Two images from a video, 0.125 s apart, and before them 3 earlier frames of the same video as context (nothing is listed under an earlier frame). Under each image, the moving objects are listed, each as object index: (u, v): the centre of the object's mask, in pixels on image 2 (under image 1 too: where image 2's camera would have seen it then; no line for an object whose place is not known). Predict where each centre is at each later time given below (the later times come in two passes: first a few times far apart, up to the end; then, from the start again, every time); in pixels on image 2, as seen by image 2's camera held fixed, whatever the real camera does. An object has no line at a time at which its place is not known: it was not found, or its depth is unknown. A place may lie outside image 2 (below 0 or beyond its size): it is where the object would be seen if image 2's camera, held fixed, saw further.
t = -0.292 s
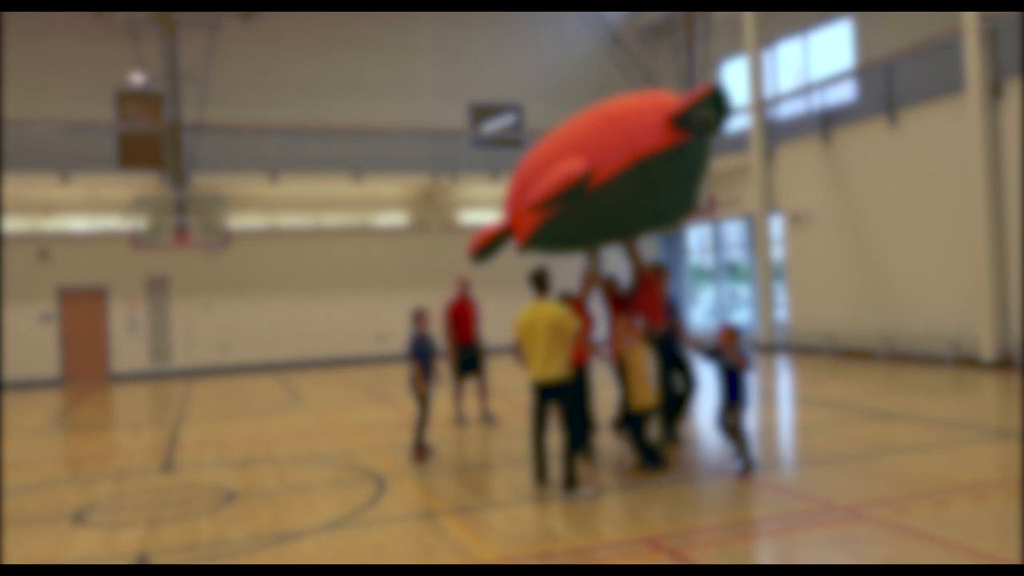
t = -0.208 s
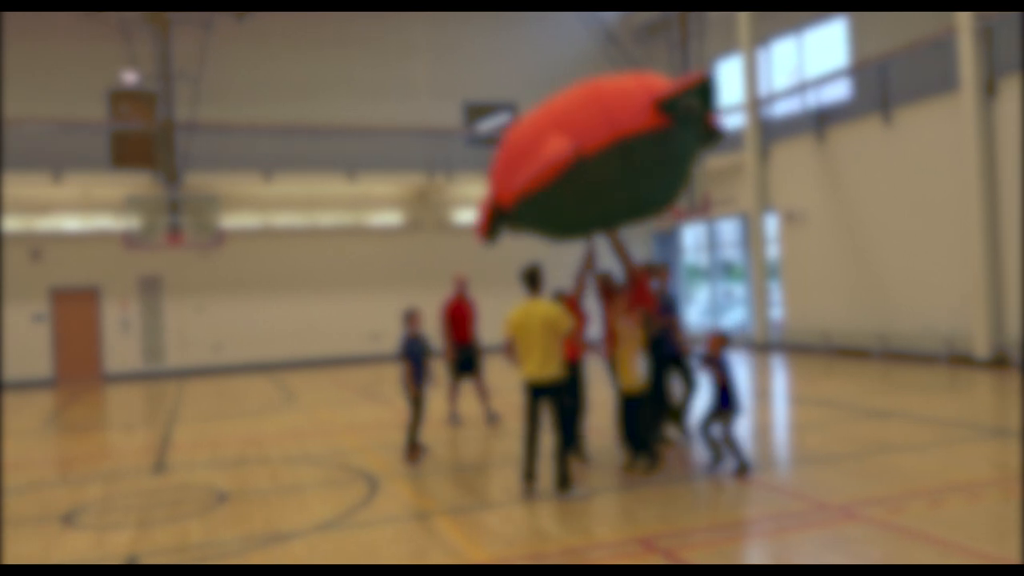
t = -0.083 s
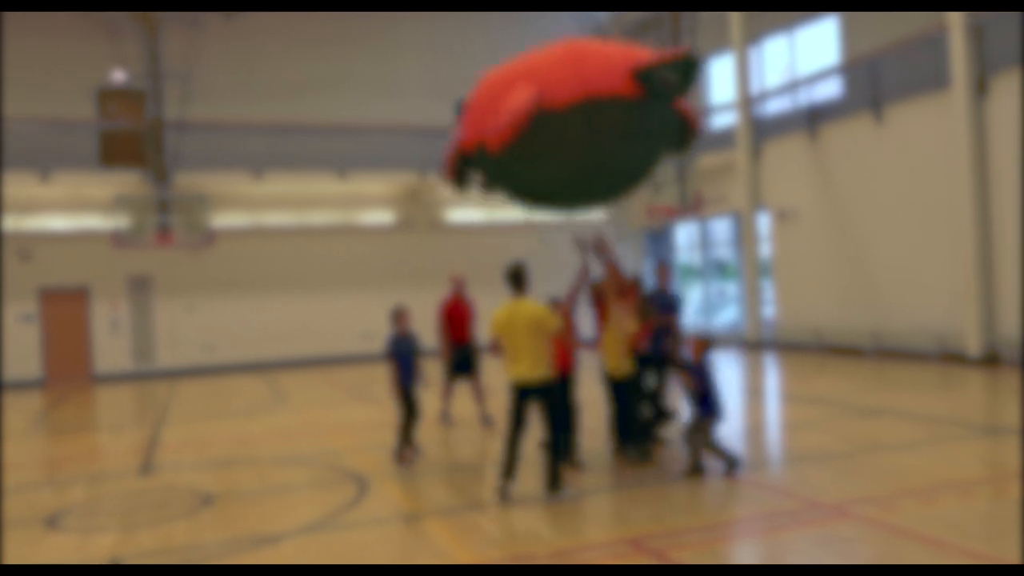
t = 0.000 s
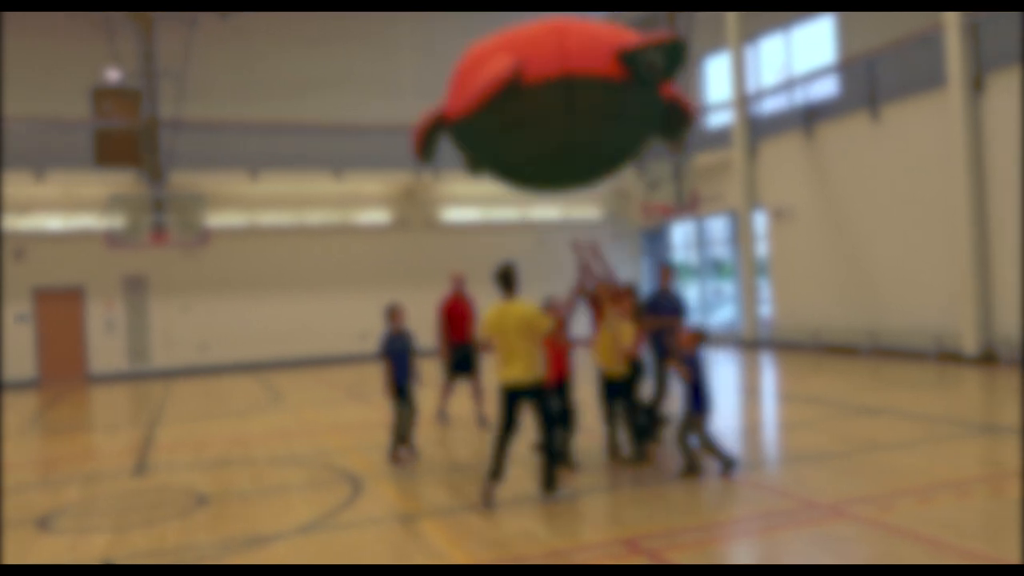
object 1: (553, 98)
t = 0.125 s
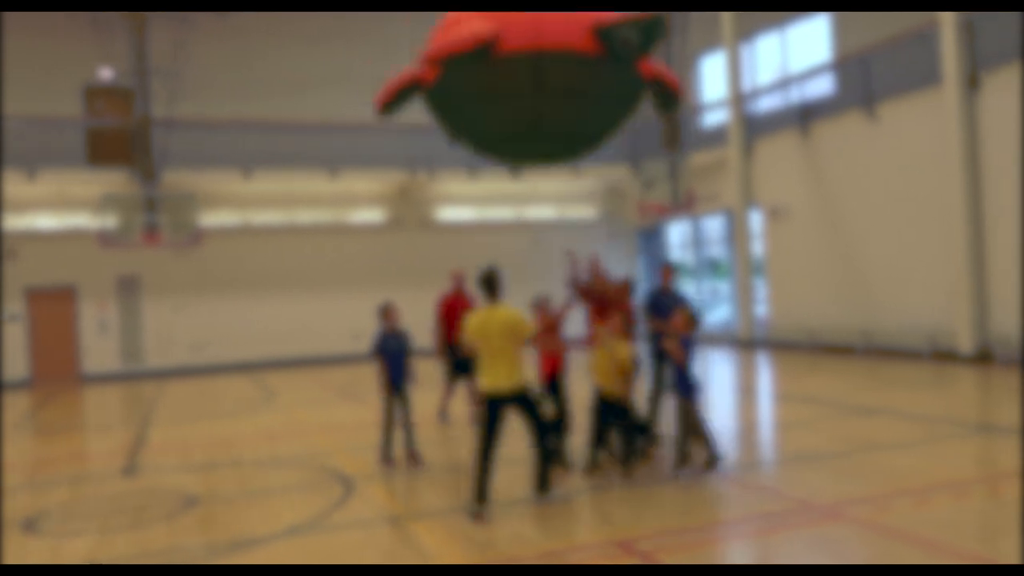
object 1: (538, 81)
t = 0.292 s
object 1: (518, 68)
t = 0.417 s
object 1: (502, 54)
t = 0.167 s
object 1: (533, 77)
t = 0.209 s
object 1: (525, 73)
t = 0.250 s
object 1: (521, 70)
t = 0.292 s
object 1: (518, 68)
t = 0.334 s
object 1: (511, 64)
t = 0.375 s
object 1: (507, 59)
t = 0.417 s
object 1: (502, 54)
